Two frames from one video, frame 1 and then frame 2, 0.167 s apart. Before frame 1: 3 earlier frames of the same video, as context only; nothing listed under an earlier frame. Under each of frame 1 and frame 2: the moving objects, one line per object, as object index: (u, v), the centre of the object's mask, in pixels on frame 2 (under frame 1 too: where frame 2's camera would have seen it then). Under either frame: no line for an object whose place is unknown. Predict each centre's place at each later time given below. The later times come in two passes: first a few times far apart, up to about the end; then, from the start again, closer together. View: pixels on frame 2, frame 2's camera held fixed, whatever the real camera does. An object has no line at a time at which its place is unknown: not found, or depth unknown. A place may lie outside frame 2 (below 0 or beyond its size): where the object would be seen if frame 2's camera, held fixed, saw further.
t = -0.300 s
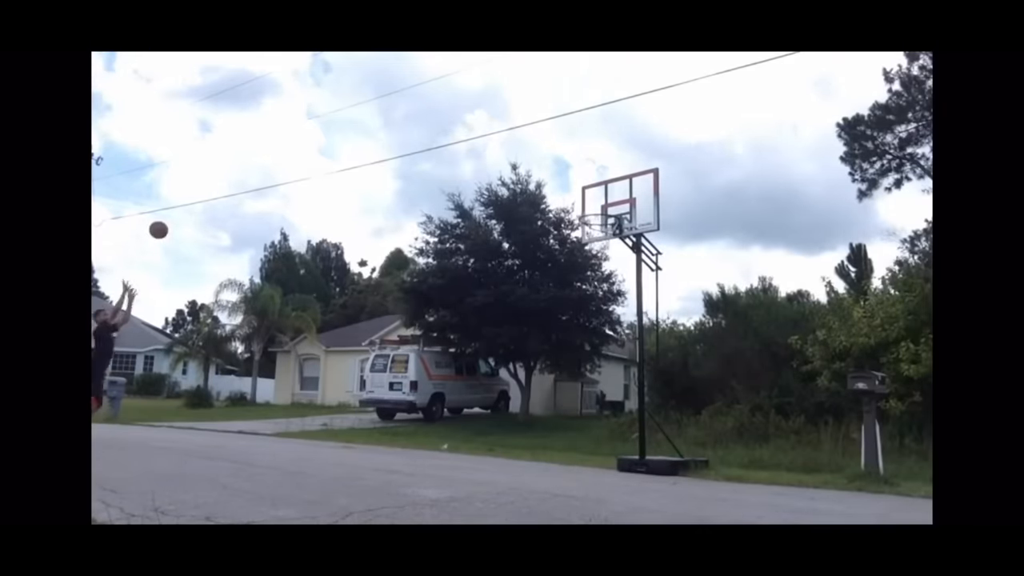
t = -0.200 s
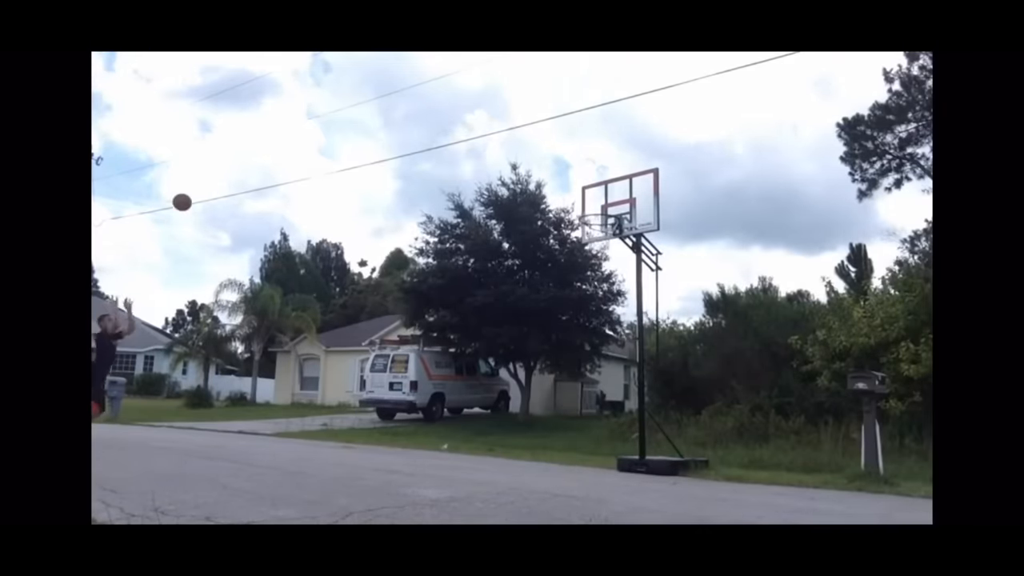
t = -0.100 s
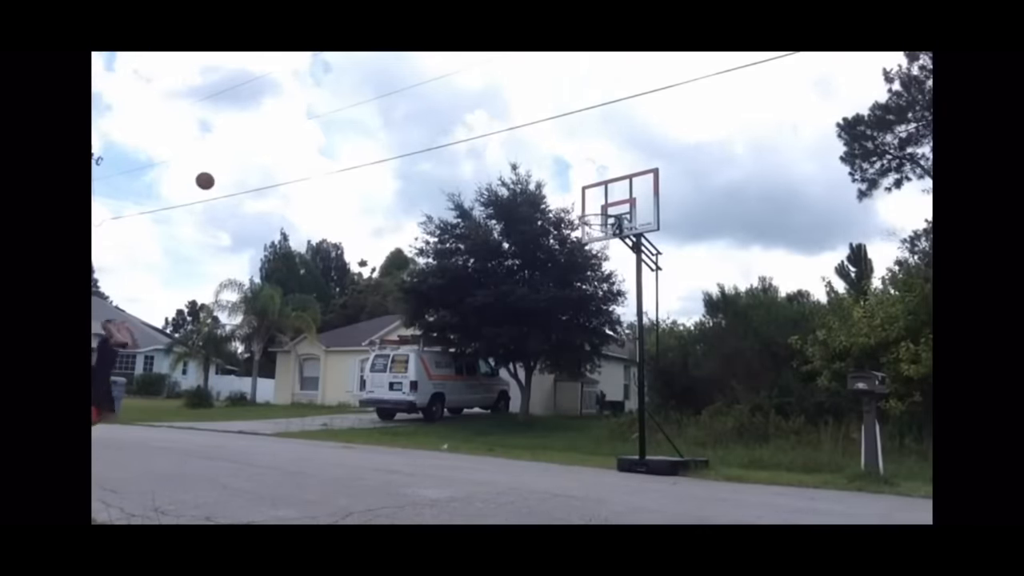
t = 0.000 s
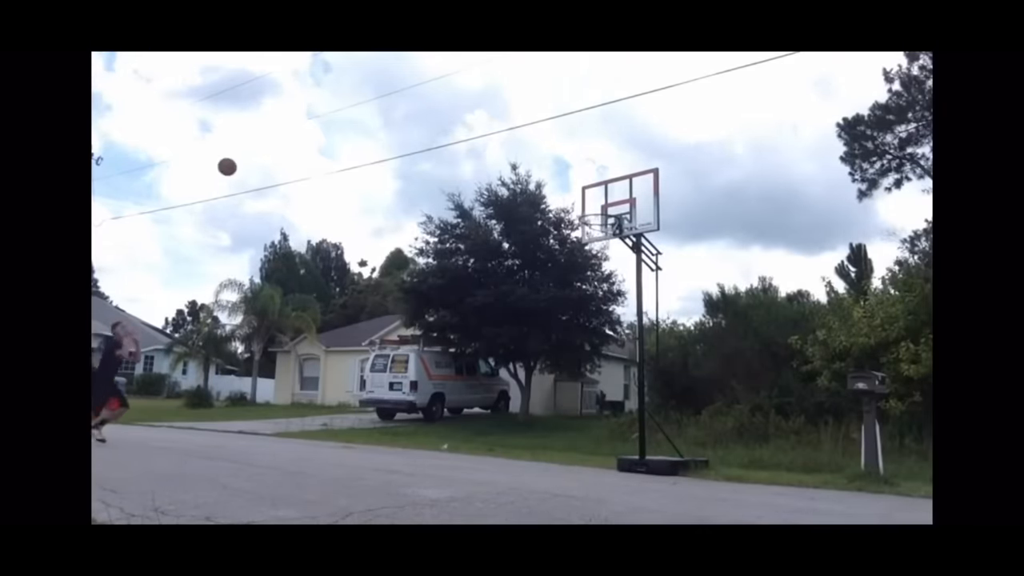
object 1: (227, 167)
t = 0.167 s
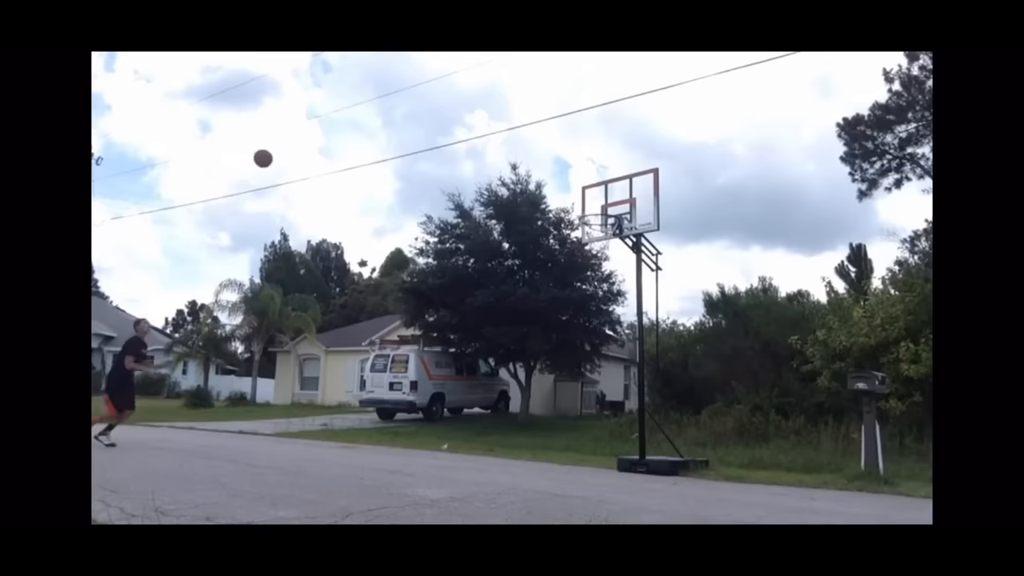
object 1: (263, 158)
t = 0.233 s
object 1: (277, 160)
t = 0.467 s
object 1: (326, 193)
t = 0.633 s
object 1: (359, 244)
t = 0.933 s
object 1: (420, 401)
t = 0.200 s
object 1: (270, 159)
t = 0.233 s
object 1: (277, 160)
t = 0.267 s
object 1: (284, 163)
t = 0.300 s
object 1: (291, 165)
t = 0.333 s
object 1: (298, 169)
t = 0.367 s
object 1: (305, 174)
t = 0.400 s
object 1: (312, 179)
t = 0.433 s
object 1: (319, 186)
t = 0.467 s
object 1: (326, 193)
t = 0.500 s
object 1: (332, 202)
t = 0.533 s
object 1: (339, 211)
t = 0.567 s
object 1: (346, 221)
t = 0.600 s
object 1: (352, 232)
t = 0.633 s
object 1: (359, 244)
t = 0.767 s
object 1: (386, 300)
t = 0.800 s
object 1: (394, 319)
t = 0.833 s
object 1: (400, 338)
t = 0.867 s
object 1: (406, 357)
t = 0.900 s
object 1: (414, 378)
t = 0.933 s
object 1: (420, 401)
